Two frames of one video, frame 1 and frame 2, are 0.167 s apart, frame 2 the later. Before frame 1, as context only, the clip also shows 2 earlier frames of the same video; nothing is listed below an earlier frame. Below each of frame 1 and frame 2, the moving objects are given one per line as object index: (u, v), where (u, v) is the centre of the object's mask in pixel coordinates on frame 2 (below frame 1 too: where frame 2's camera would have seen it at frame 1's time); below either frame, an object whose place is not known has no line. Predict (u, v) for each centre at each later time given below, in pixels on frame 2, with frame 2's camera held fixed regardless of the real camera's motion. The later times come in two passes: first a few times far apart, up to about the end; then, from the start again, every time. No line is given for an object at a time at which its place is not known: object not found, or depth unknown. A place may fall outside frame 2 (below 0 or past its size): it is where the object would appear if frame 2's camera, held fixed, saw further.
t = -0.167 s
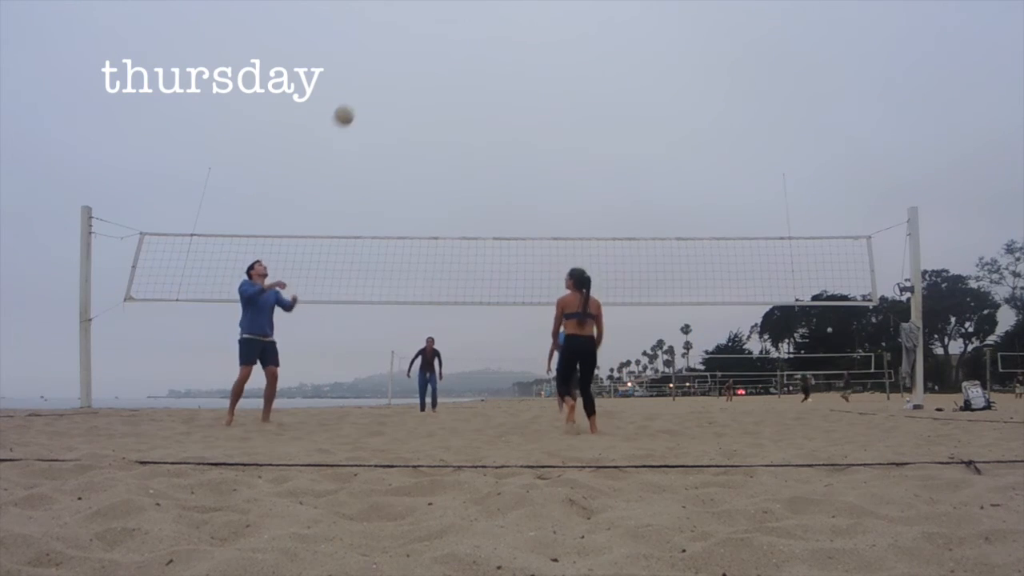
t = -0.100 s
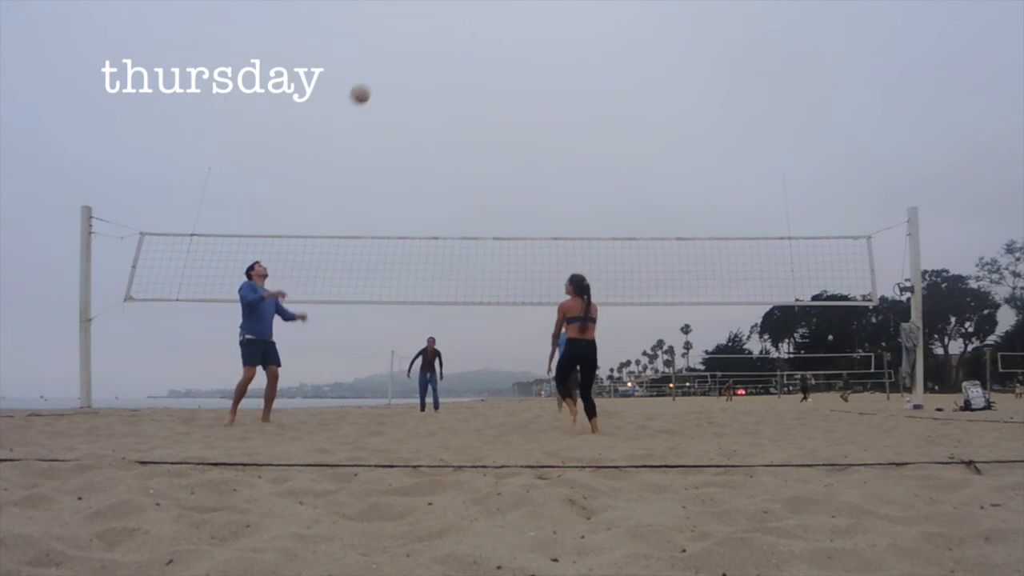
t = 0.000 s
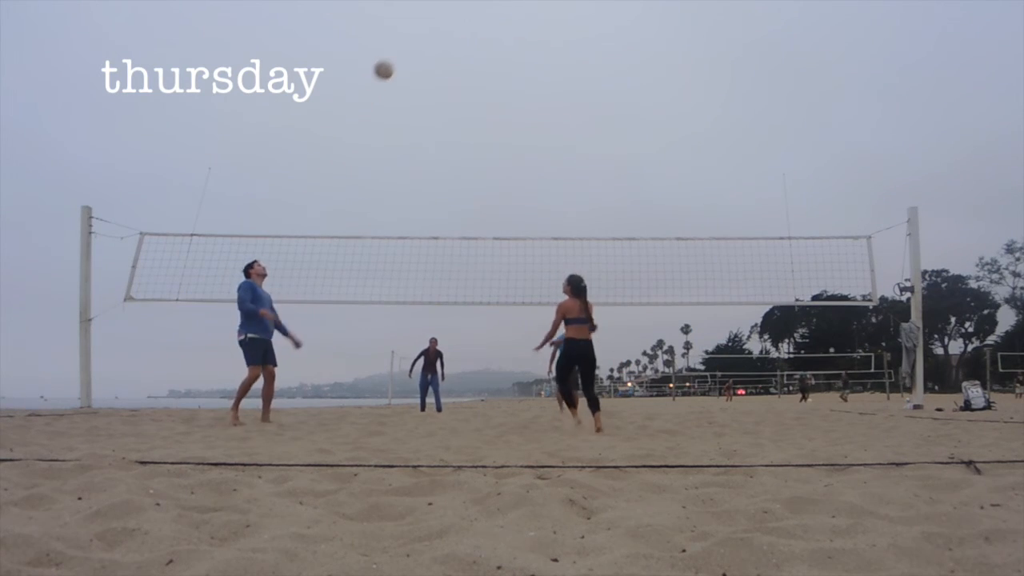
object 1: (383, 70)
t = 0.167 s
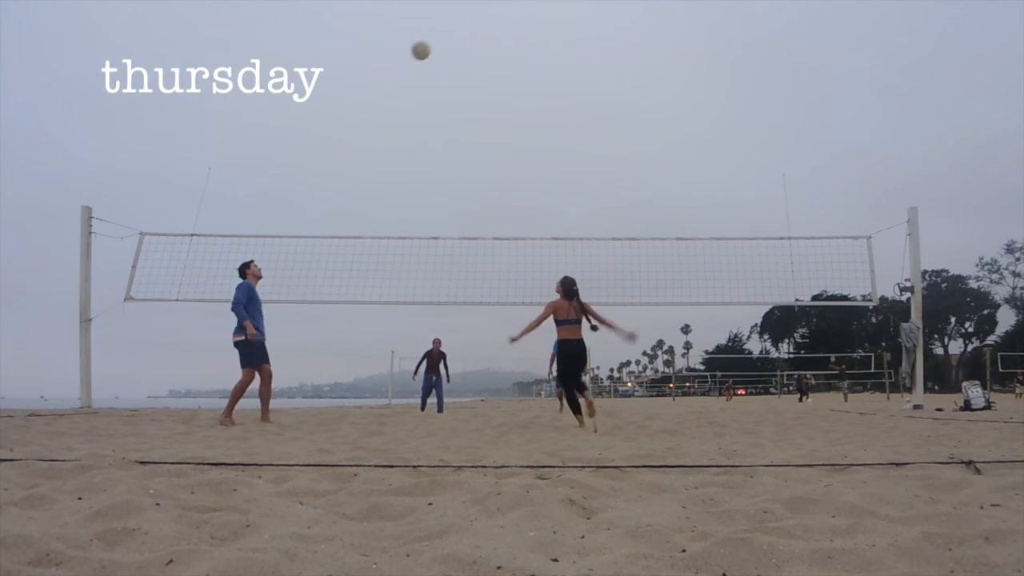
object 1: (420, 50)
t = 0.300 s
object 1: (448, 52)
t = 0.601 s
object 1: (507, 106)
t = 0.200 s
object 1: (428, 49)
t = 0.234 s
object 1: (435, 49)
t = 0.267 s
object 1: (441, 50)
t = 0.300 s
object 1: (448, 52)
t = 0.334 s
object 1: (455, 55)
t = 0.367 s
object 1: (462, 58)
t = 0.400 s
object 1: (468, 62)
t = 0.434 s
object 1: (475, 68)
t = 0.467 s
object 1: (482, 74)
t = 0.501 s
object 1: (488, 80)
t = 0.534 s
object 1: (494, 88)
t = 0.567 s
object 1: (501, 96)
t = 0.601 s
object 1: (507, 106)
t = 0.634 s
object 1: (513, 116)
